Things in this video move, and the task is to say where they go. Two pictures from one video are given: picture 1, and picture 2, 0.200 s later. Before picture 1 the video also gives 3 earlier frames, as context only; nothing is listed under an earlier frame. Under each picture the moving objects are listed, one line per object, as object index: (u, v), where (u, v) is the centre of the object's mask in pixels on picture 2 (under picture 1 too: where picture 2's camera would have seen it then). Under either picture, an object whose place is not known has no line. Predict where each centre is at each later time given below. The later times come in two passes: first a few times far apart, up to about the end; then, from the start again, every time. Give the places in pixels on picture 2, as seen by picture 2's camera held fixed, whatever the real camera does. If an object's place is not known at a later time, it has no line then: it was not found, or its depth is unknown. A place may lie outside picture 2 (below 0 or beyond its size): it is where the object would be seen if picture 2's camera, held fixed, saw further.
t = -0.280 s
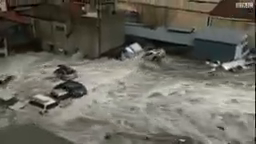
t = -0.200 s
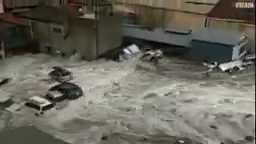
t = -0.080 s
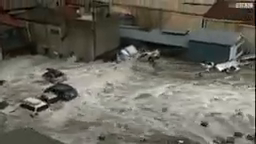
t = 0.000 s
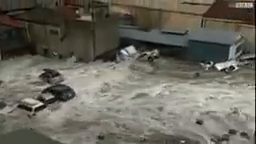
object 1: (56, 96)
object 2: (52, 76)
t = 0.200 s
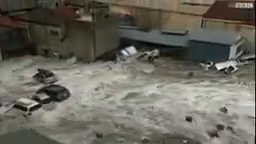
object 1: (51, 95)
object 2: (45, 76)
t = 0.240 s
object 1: (50, 96)
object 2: (43, 76)
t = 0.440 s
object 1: (44, 95)
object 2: (36, 76)
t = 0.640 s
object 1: (39, 95)
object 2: (30, 76)
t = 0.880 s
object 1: (31, 94)
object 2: (22, 76)
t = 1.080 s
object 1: (26, 93)
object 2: (15, 75)
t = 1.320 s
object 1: (20, 92)
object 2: (9, 74)
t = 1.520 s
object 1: (17, 91)
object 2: (7, 70)
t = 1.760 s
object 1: (13, 90)
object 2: (5, 69)
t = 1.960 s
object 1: (9, 89)
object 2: (5, 68)
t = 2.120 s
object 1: (7, 88)
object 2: (3, 66)
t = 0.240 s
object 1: (50, 96)
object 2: (43, 76)
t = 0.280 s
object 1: (48, 95)
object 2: (42, 76)
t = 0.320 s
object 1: (47, 95)
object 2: (40, 76)
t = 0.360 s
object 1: (46, 95)
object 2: (39, 76)
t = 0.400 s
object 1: (45, 95)
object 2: (38, 76)
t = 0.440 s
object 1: (44, 95)
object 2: (36, 76)
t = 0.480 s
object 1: (43, 95)
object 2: (35, 77)
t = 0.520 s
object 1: (42, 95)
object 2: (34, 76)
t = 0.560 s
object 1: (41, 95)
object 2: (32, 76)
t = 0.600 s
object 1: (40, 95)
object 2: (31, 76)
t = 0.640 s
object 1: (39, 95)
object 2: (30, 76)
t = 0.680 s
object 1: (37, 95)
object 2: (28, 76)
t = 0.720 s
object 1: (36, 95)
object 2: (27, 76)
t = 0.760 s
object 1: (35, 95)
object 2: (26, 76)
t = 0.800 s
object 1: (34, 94)
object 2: (24, 76)
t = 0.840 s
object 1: (32, 94)
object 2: (23, 76)
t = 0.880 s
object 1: (31, 94)
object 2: (22, 76)
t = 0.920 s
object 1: (30, 94)
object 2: (20, 76)
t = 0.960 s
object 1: (28, 94)
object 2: (19, 75)
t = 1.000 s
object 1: (27, 94)
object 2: (17, 75)
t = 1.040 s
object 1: (27, 93)
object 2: (15, 75)
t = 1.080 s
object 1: (26, 93)
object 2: (15, 75)
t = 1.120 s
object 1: (26, 93)
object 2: (15, 75)
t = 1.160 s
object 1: (25, 93)
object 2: (14, 75)
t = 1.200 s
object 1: (23, 93)
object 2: (12, 74)
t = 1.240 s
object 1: (22, 93)
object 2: (11, 74)
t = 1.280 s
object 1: (21, 93)
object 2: (10, 74)
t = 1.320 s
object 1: (20, 92)
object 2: (9, 74)
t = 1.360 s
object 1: (19, 92)
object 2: (9, 73)
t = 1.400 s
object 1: (19, 92)
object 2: (8, 73)
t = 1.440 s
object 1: (18, 92)
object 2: (7, 71)
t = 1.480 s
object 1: (18, 91)
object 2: (7, 71)
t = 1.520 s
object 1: (17, 91)
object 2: (7, 70)
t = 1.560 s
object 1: (17, 91)
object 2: (7, 70)
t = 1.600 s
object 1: (15, 91)
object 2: (6, 70)
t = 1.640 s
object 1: (15, 91)
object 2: (6, 70)
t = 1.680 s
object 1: (14, 90)
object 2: (6, 69)
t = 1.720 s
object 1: (13, 90)
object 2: (5, 69)
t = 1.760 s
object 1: (13, 90)
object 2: (5, 69)
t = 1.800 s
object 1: (12, 89)
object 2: (5, 68)
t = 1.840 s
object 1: (11, 90)
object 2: (5, 69)
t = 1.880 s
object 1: (11, 90)
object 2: (5, 68)
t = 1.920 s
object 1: (10, 89)
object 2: (5, 68)
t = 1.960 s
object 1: (9, 89)
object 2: (5, 68)
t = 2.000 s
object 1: (10, 89)
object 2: (5, 68)
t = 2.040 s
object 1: (9, 89)
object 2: (5, 67)
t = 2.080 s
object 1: (8, 89)
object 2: (4, 67)
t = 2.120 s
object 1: (7, 88)
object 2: (3, 66)
